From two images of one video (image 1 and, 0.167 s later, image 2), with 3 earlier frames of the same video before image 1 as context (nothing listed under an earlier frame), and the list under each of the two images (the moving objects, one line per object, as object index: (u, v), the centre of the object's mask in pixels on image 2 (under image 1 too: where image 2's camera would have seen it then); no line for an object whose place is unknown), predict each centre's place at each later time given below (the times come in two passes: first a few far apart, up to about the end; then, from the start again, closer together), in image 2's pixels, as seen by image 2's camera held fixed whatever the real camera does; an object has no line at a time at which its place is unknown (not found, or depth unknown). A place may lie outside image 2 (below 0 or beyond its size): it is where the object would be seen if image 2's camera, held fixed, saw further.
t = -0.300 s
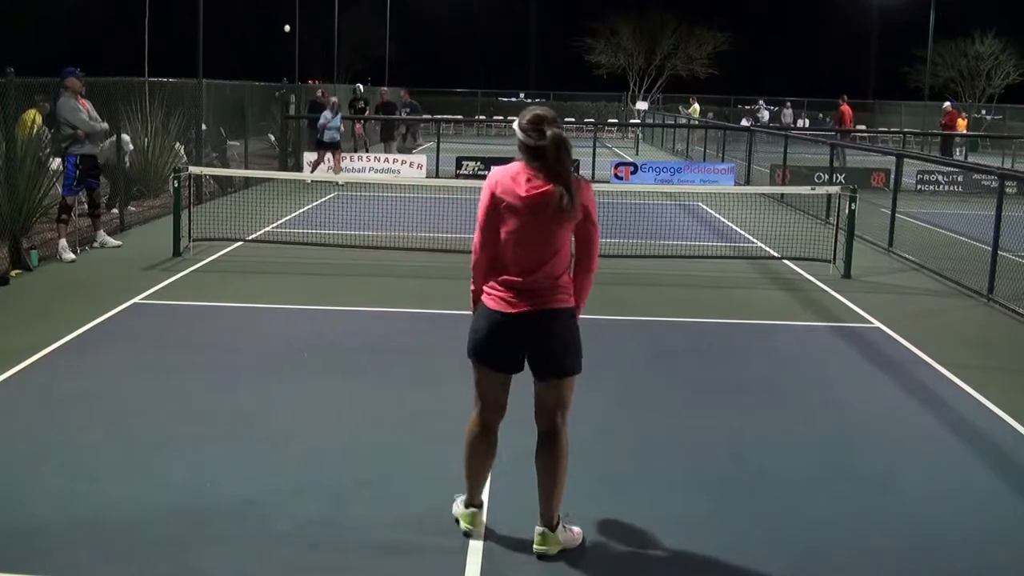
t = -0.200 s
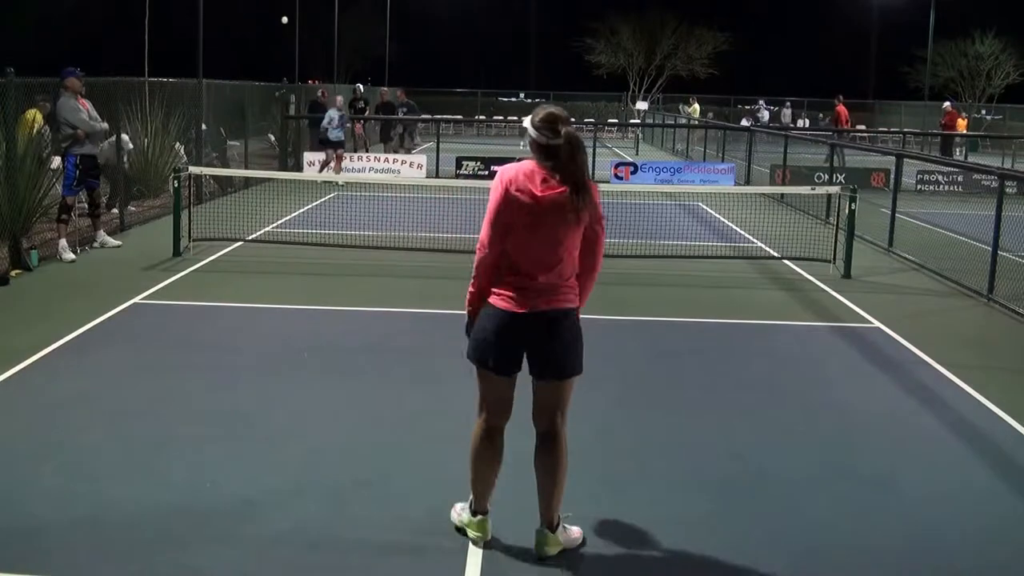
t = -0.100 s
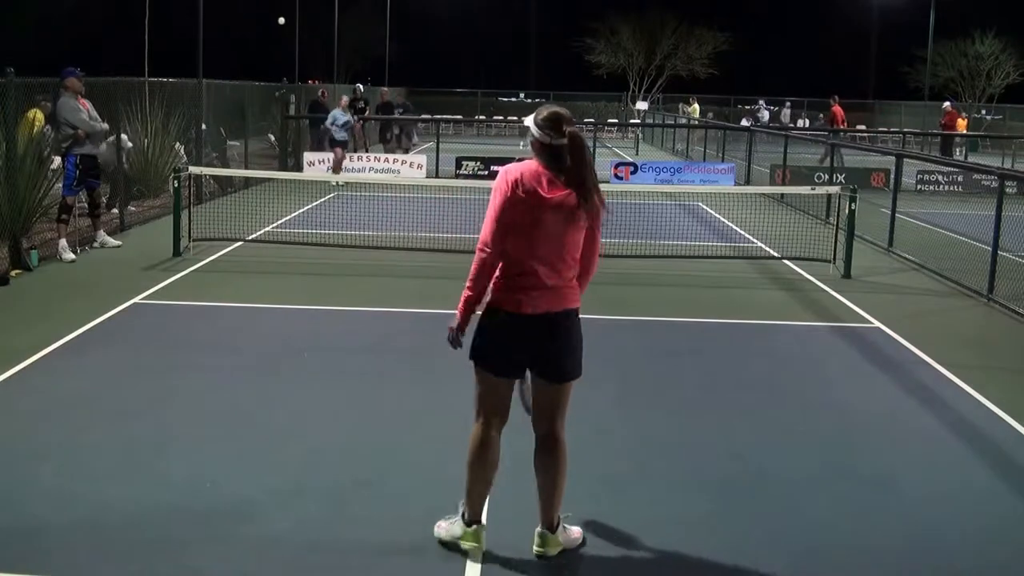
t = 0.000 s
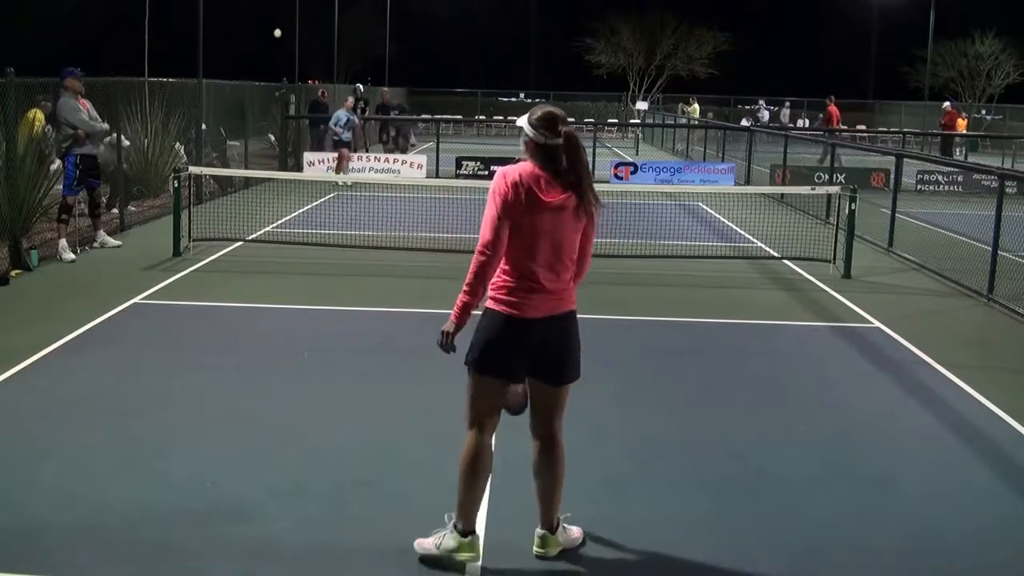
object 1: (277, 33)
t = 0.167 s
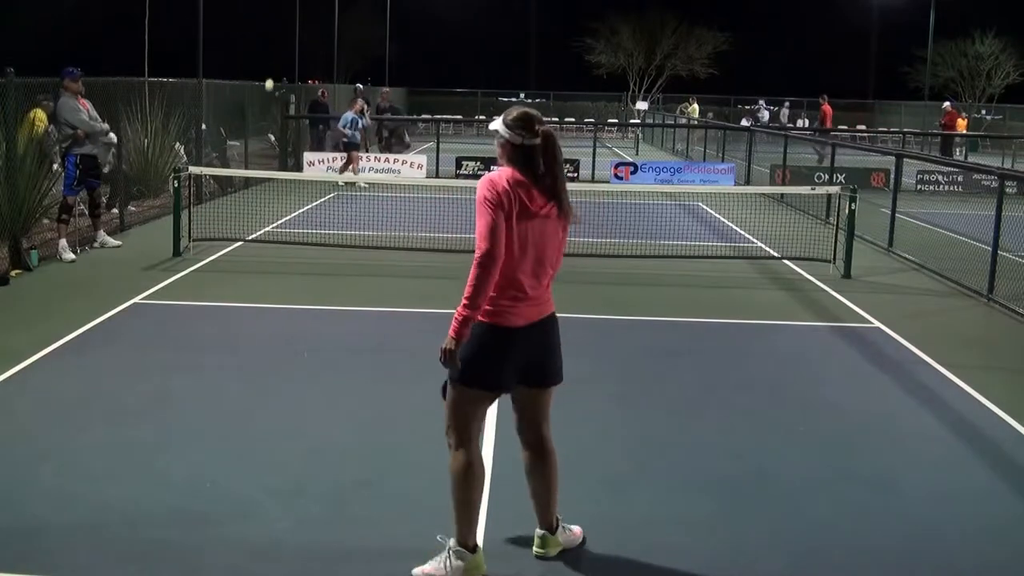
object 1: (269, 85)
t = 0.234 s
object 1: (265, 119)
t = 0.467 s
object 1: (251, 313)
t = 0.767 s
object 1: (214, 256)
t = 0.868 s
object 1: (198, 250)
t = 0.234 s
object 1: (265, 119)
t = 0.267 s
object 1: (263, 139)
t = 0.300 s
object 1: (261, 161)
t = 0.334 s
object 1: (260, 186)
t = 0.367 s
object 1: (258, 212)
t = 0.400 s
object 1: (255, 244)
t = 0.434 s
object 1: (253, 277)
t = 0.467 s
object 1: (251, 313)
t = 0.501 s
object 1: (249, 344)
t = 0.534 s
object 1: (246, 328)
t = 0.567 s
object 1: (241, 314)
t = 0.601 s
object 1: (237, 300)
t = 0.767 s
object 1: (214, 256)
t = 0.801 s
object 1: (209, 251)
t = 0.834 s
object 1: (204, 250)
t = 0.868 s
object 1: (198, 250)
